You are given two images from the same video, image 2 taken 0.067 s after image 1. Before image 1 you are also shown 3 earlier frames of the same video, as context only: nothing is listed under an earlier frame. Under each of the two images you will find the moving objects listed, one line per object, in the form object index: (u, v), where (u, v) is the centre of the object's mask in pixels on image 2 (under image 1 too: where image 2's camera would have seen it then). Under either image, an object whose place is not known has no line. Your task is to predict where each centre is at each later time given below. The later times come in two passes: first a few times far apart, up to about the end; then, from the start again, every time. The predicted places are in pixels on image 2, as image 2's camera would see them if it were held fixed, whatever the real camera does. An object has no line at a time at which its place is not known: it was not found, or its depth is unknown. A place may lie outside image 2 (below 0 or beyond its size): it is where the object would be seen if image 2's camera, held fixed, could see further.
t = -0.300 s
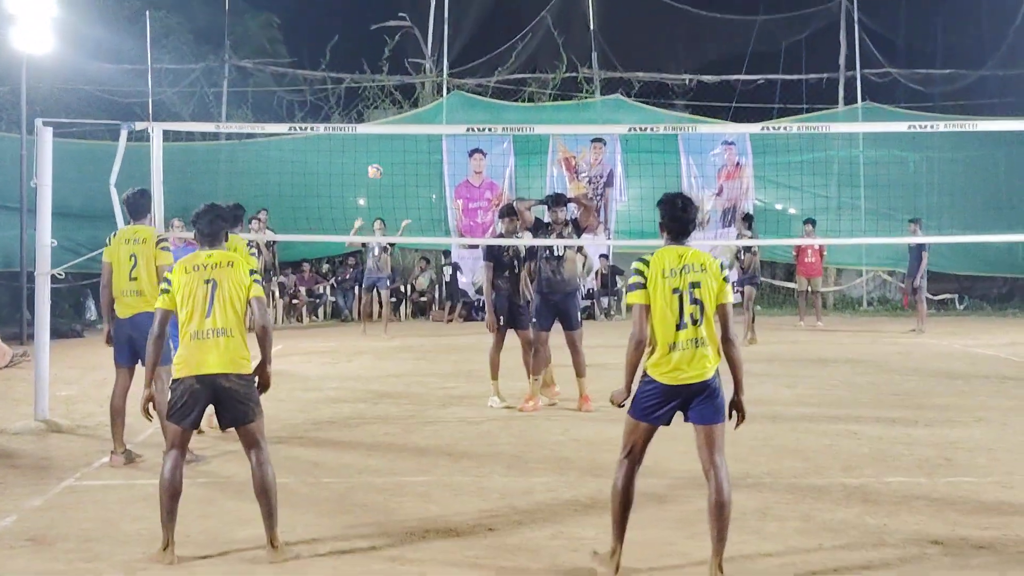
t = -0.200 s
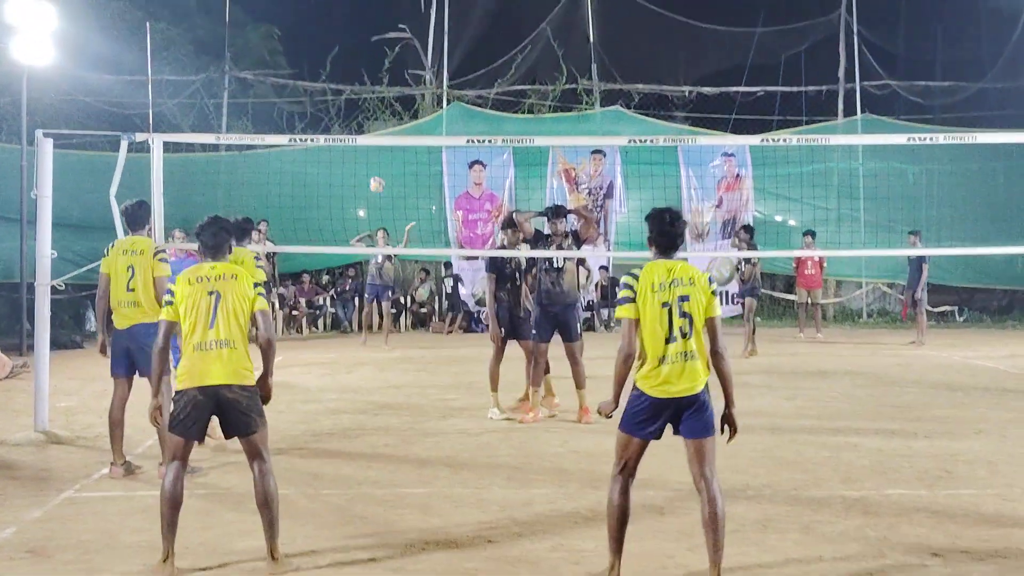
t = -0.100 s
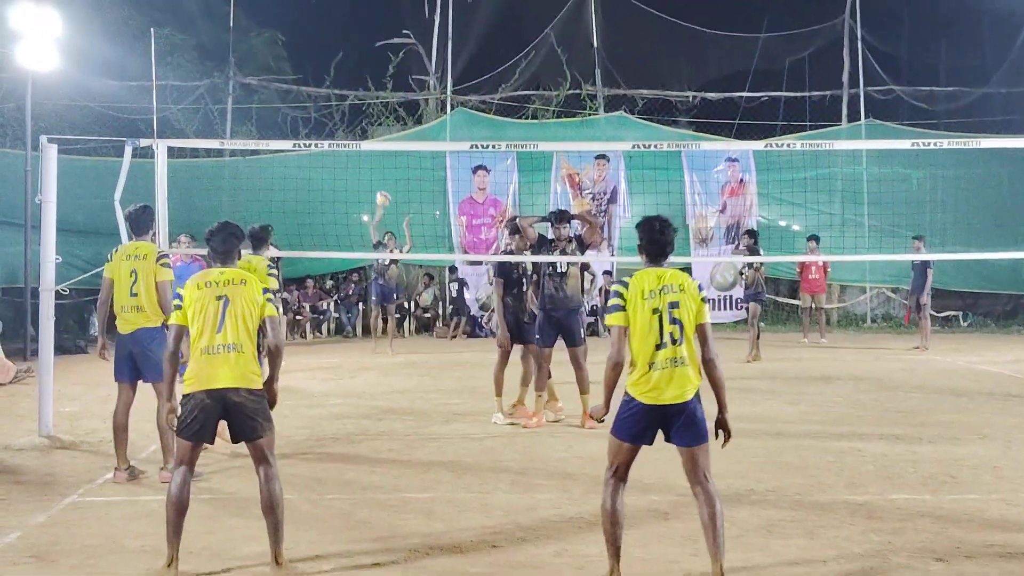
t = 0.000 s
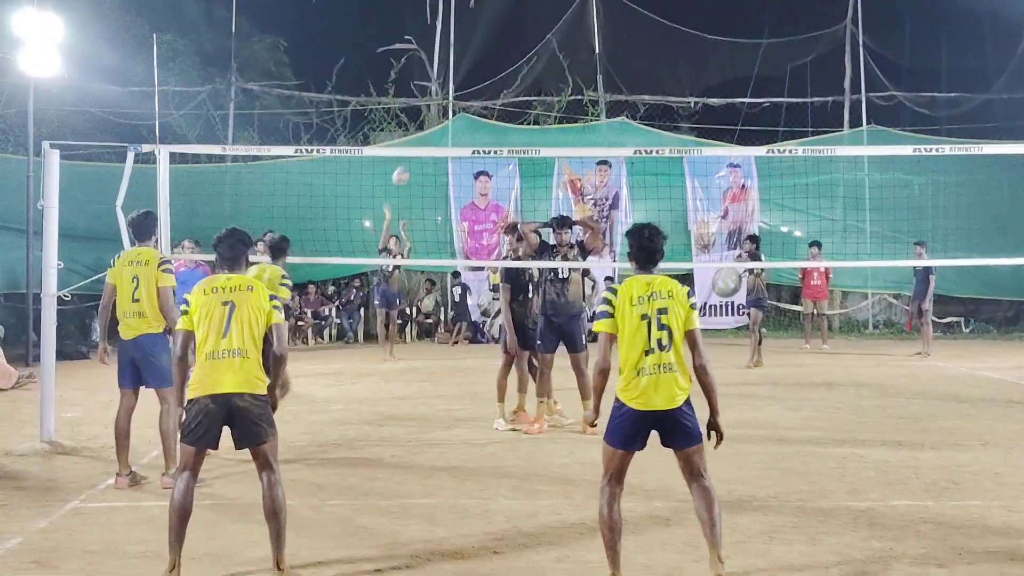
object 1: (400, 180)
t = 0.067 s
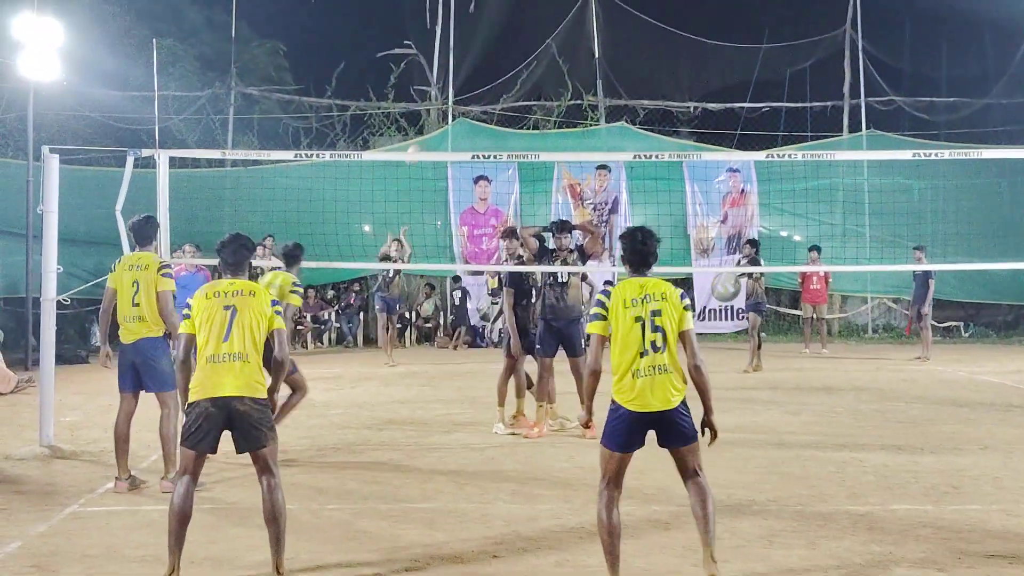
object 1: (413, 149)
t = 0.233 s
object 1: (453, 102)
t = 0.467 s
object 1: (518, 55)
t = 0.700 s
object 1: (598, 52)
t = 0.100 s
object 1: (420, 142)
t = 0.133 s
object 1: (428, 131)
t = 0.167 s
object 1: (436, 121)
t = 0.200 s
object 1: (444, 111)
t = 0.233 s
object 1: (453, 102)
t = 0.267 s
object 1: (462, 93)
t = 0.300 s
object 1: (471, 85)
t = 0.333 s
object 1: (480, 77)
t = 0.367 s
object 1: (489, 71)
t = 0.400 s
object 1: (498, 65)
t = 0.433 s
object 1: (508, 59)
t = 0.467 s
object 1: (518, 55)
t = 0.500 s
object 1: (528, 52)
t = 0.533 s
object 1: (539, 49)
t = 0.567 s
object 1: (550, 48)
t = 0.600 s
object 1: (561, 47)
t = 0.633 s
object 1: (573, 48)
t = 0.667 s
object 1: (586, 50)
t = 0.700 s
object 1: (598, 52)
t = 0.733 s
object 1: (610, 56)
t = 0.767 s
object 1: (624, 61)
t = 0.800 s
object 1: (638, 68)
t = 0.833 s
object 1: (654, 76)
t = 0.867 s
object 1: (669, 86)
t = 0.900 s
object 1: (685, 98)
